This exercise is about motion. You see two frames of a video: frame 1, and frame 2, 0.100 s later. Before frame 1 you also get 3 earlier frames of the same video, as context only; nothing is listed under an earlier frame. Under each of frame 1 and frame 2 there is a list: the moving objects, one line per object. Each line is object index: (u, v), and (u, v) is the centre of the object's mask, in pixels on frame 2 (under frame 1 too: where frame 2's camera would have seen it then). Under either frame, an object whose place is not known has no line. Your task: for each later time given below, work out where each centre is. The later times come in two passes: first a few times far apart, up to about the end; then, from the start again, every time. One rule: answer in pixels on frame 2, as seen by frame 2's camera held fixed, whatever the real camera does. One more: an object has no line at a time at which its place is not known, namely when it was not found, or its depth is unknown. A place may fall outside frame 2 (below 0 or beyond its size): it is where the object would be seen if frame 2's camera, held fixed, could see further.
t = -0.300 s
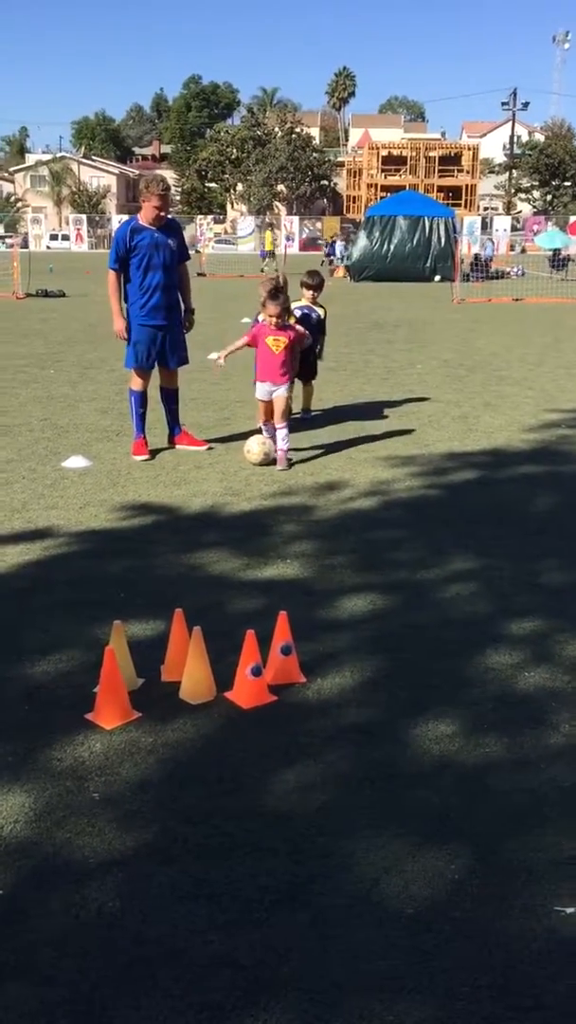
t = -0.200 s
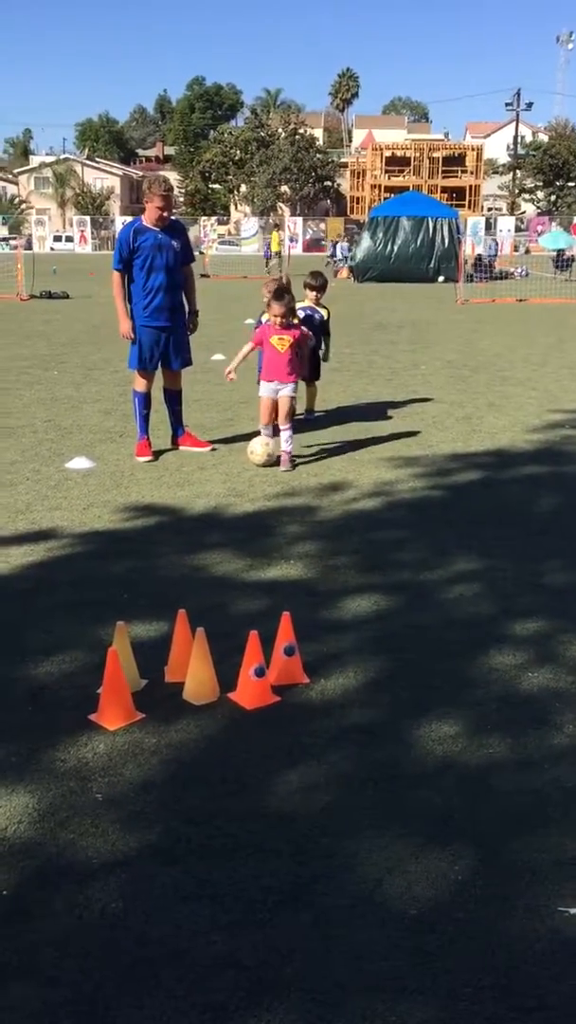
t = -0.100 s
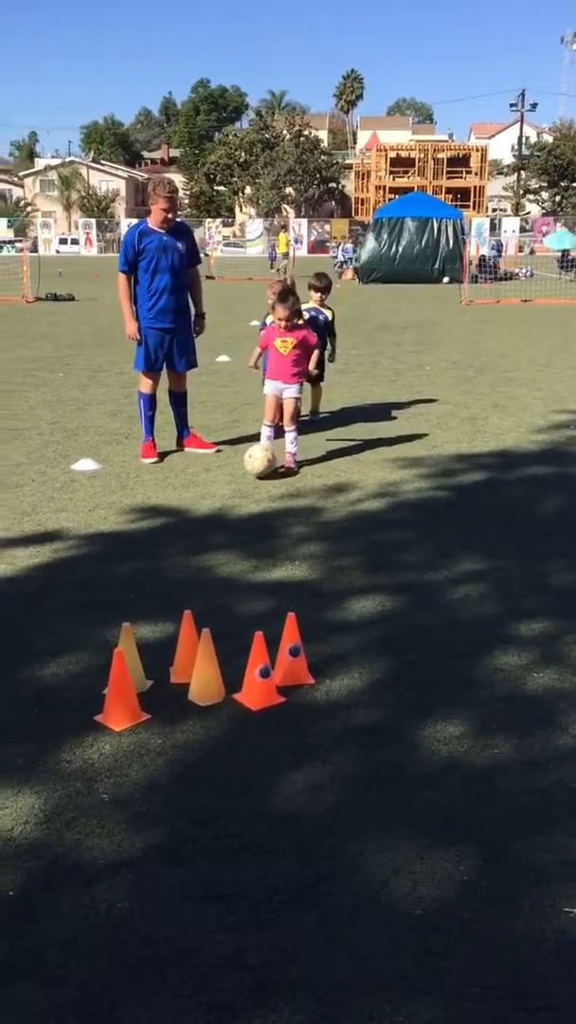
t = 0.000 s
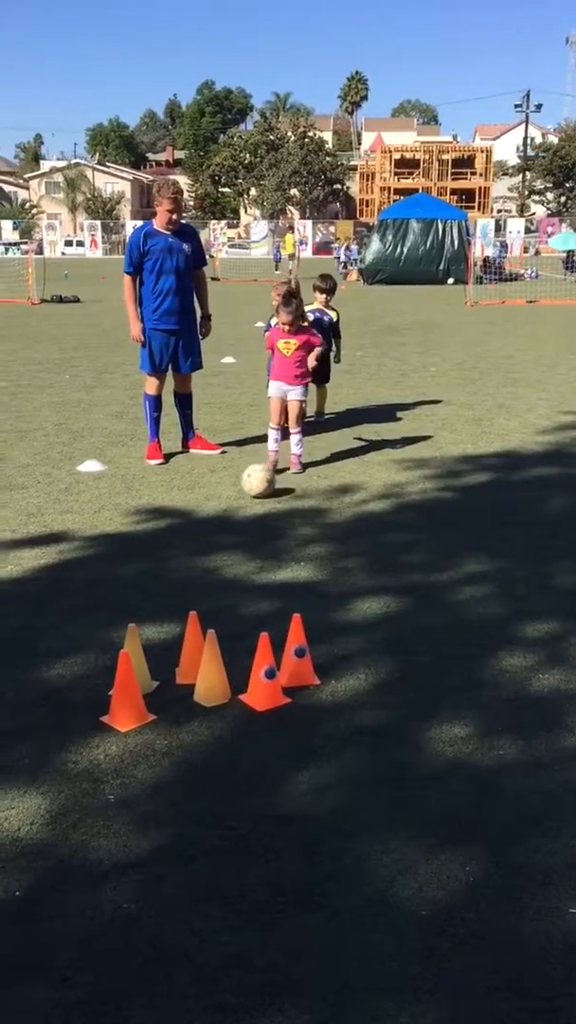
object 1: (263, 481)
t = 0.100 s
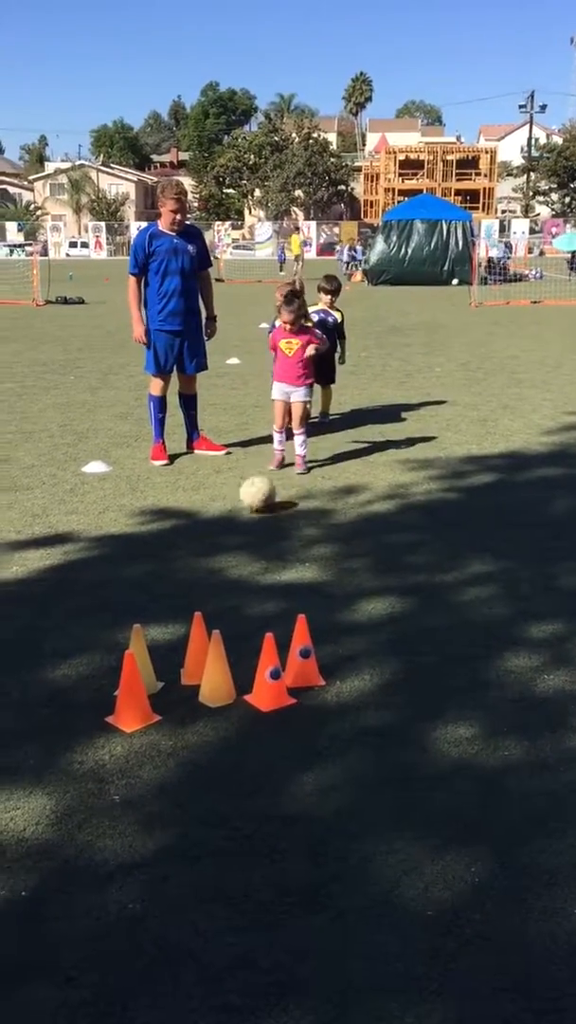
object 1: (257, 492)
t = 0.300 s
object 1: (248, 518)
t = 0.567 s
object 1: (232, 552)
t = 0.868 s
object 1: (207, 599)
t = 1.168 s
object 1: (165, 647)
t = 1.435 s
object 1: (157, 646)
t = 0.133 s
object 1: (255, 496)
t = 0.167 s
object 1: (256, 501)
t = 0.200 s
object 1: (253, 507)
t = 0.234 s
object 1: (251, 509)
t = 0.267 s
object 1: (251, 513)
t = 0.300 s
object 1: (248, 518)
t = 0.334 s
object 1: (245, 521)
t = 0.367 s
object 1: (243, 526)
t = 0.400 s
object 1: (242, 530)
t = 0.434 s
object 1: (240, 533)
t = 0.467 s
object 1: (238, 538)
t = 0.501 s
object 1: (236, 545)
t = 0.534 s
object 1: (233, 548)
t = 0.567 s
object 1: (232, 552)
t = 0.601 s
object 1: (228, 557)
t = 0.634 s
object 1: (227, 562)
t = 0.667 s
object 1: (224, 566)
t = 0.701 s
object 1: (220, 570)
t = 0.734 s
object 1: (219, 577)
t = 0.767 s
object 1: (215, 582)
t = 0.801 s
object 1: (213, 589)
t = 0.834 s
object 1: (209, 593)
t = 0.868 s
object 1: (207, 599)
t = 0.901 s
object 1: (203, 603)
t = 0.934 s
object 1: (199, 608)
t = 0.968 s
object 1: (194, 613)
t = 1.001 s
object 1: (188, 619)
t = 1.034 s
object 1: (182, 626)
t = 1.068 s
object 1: (176, 632)
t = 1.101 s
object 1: (173, 638)
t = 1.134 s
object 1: (169, 644)
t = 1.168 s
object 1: (165, 647)
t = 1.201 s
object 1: (162, 649)
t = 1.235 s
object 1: (160, 650)
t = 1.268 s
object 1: (157, 650)
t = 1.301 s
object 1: (157, 648)
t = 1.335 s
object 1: (158, 648)
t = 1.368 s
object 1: (159, 648)
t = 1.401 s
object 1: (158, 647)
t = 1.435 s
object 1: (157, 646)
